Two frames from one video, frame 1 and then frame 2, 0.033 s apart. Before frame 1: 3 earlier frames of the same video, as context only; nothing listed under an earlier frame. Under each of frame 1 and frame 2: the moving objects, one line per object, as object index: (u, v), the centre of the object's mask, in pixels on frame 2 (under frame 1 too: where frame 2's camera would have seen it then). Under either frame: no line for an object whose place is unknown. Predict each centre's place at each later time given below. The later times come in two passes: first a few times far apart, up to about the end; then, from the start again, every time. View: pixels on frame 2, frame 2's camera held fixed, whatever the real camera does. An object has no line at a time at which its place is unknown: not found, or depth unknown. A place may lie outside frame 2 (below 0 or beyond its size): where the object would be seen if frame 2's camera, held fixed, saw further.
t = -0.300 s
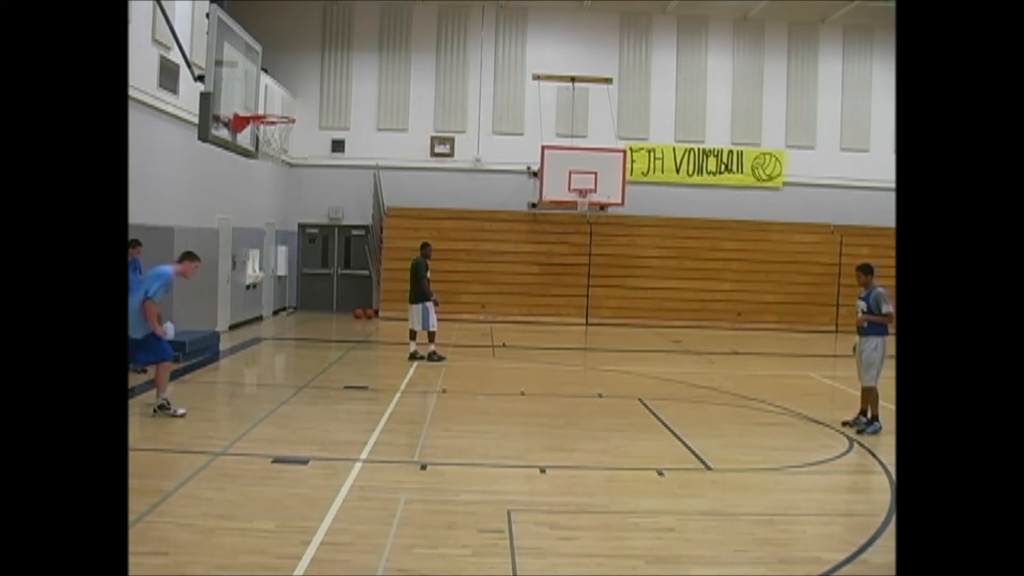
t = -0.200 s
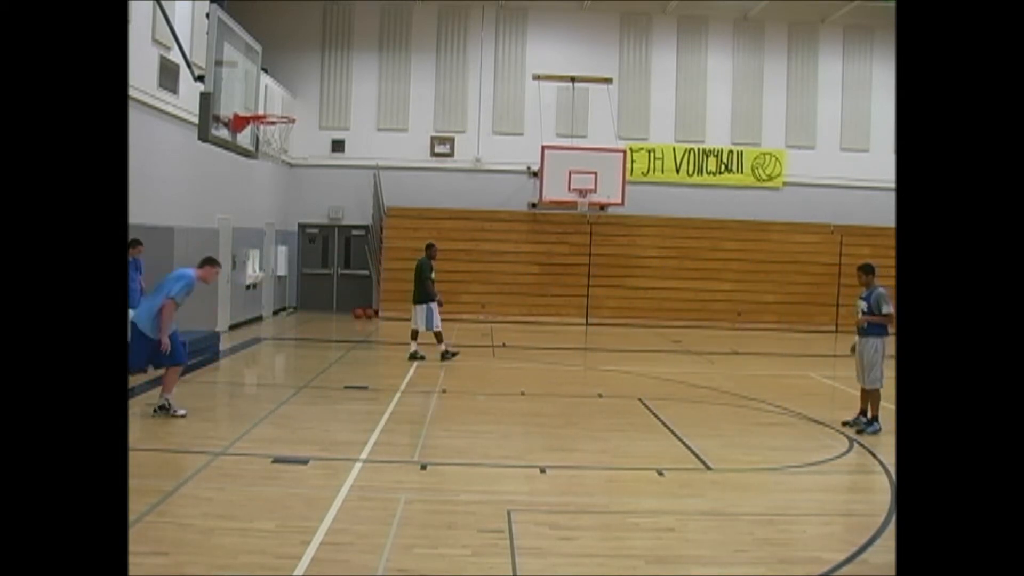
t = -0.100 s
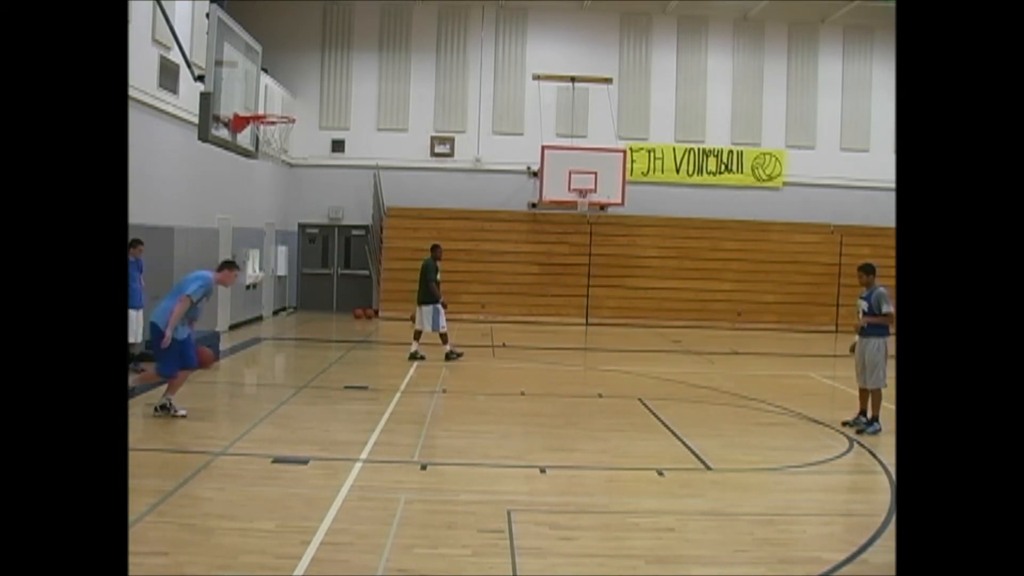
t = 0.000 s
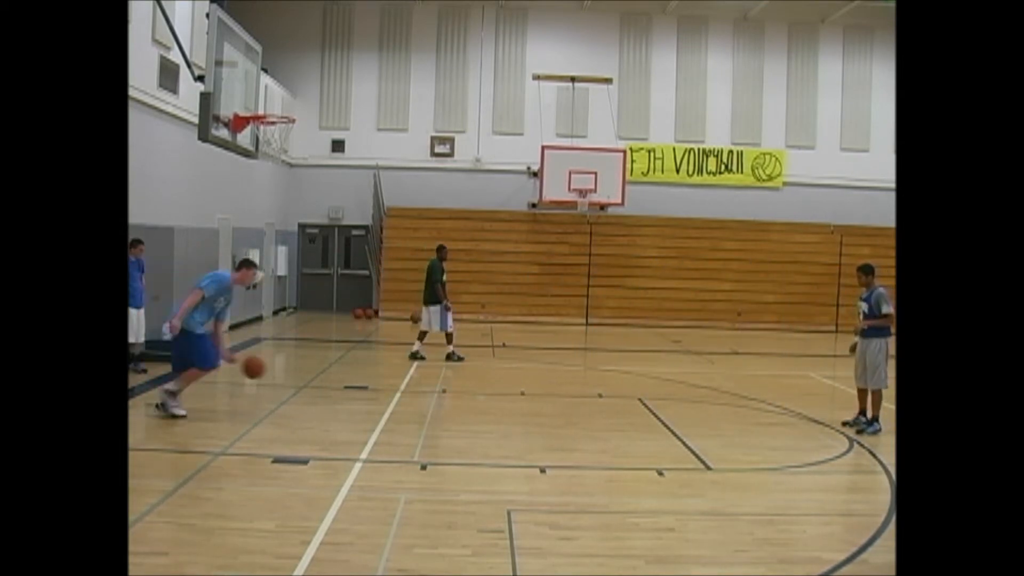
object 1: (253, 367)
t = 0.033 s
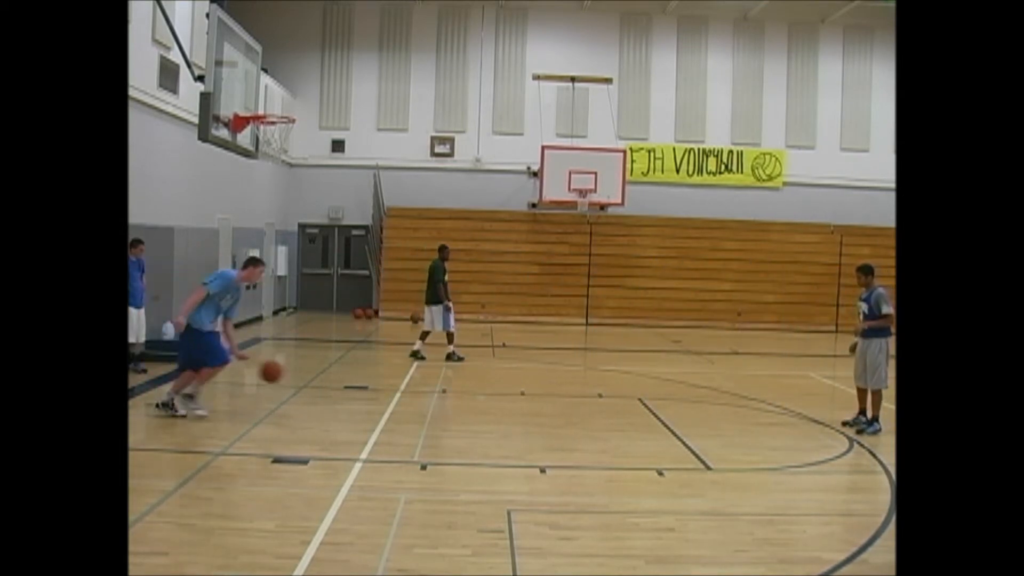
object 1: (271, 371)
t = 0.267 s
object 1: (388, 402)
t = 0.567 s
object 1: (506, 388)
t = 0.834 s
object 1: (609, 406)
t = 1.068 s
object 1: (698, 405)
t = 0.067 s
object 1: (289, 376)
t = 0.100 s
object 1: (306, 382)
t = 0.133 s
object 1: (324, 389)
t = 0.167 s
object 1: (342, 398)
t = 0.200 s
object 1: (359, 407)
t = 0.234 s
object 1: (375, 408)
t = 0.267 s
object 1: (388, 402)
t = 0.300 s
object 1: (402, 396)
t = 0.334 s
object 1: (415, 391)
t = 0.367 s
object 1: (428, 387)
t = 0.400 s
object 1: (441, 385)
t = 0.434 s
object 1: (454, 383)
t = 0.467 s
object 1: (467, 383)
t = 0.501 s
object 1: (480, 383)
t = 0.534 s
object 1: (493, 385)
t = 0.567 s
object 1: (506, 388)
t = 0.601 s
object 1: (519, 392)
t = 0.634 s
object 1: (531, 397)
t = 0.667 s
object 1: (544, 403)
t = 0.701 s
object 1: (556, 410)
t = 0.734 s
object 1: (568, 418)
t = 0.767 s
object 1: (582, 415)
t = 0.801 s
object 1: (596, 410)
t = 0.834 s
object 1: (609, 406)
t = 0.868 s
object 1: (622, 403)
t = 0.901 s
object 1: (635, 400)
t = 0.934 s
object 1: (648, 399)
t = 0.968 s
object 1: (660, 399)
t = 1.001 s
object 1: (673, 400)
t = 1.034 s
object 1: (686, 402)
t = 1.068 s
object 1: (698, 405)
